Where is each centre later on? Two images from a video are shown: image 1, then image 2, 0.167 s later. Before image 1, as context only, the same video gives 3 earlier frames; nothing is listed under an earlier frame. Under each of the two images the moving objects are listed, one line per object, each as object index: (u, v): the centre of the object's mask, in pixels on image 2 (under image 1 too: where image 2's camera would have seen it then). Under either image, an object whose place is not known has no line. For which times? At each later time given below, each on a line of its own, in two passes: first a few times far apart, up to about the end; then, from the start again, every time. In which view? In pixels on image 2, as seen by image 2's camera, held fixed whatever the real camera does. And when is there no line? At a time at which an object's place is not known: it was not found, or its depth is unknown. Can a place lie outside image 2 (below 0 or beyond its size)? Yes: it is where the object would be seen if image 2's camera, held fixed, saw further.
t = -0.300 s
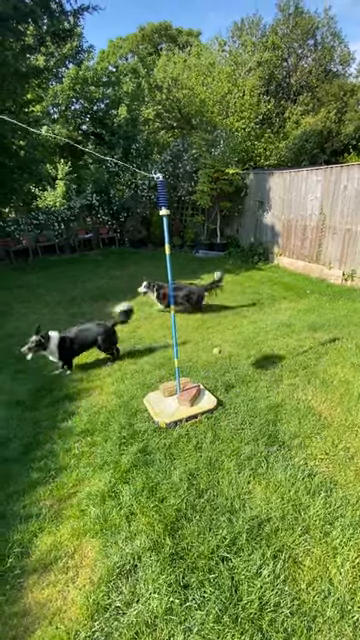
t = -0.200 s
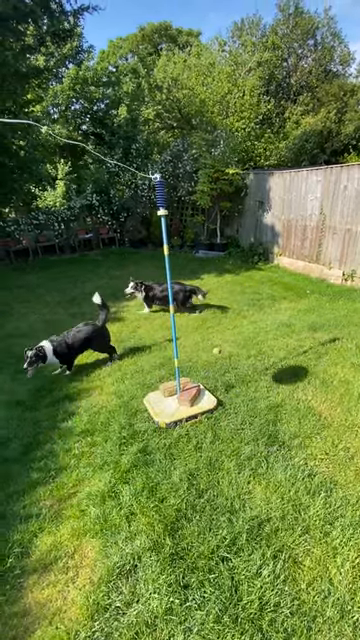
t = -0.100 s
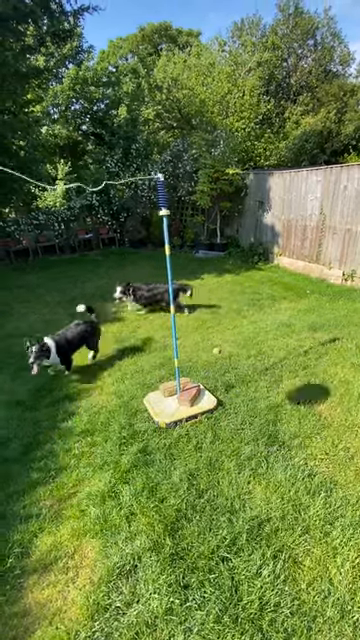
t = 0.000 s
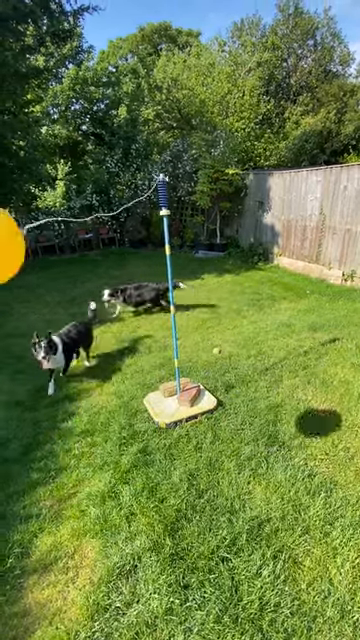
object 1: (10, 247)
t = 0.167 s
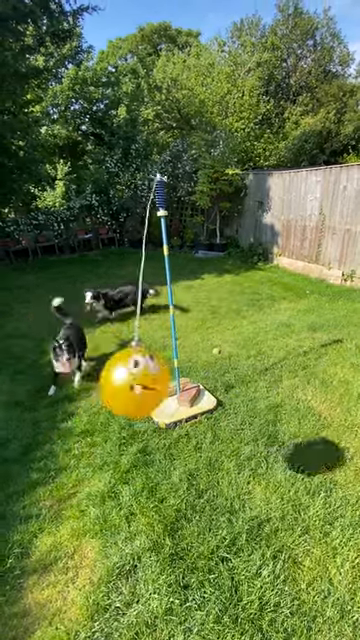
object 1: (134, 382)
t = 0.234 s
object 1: (184, 399)
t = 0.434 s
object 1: (238, 362)
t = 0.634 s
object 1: (226, 293)
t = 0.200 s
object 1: (160, 393)
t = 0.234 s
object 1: (184, 399)
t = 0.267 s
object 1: (203, 398)
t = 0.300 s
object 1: (217, 395)
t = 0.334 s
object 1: (227, 390)
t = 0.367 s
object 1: (234, 382)
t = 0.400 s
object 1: (237, 373)
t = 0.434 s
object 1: (238, 362)
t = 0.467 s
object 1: (240, 351)
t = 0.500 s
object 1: (238, 339)
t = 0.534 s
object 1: (237, 330)
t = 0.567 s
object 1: (234, 316)
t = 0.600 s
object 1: (230, 306)
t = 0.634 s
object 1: (226, 293)
